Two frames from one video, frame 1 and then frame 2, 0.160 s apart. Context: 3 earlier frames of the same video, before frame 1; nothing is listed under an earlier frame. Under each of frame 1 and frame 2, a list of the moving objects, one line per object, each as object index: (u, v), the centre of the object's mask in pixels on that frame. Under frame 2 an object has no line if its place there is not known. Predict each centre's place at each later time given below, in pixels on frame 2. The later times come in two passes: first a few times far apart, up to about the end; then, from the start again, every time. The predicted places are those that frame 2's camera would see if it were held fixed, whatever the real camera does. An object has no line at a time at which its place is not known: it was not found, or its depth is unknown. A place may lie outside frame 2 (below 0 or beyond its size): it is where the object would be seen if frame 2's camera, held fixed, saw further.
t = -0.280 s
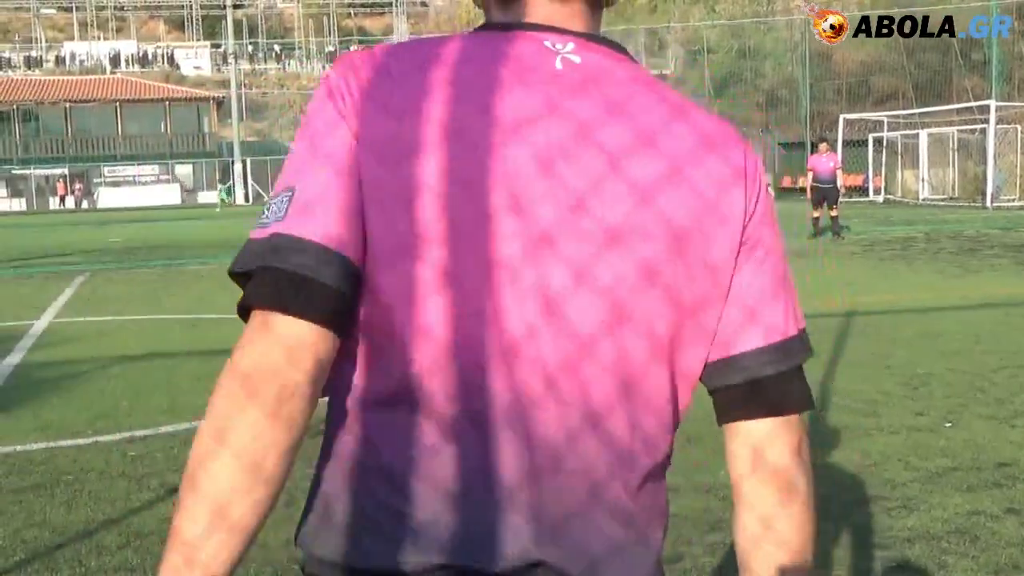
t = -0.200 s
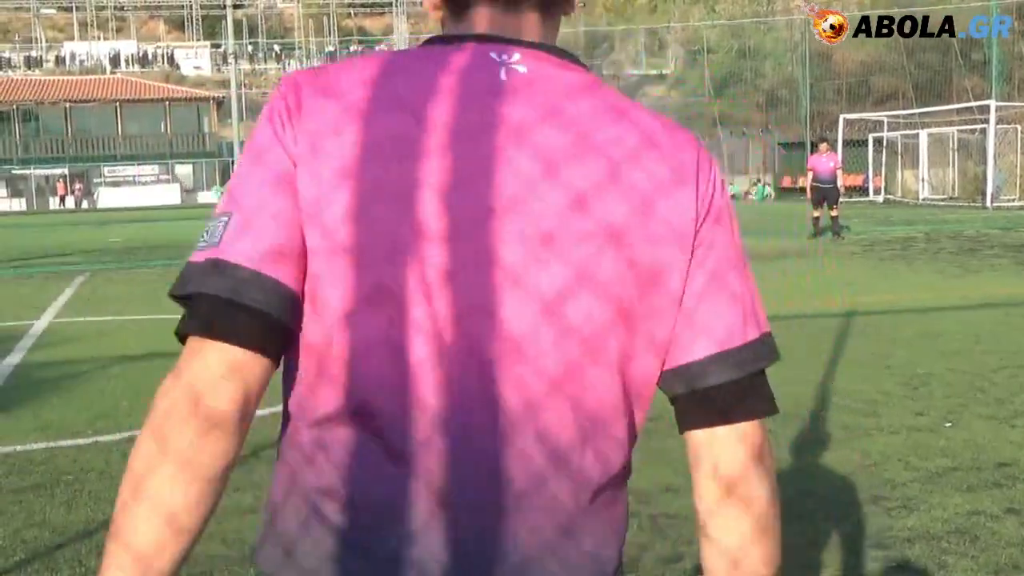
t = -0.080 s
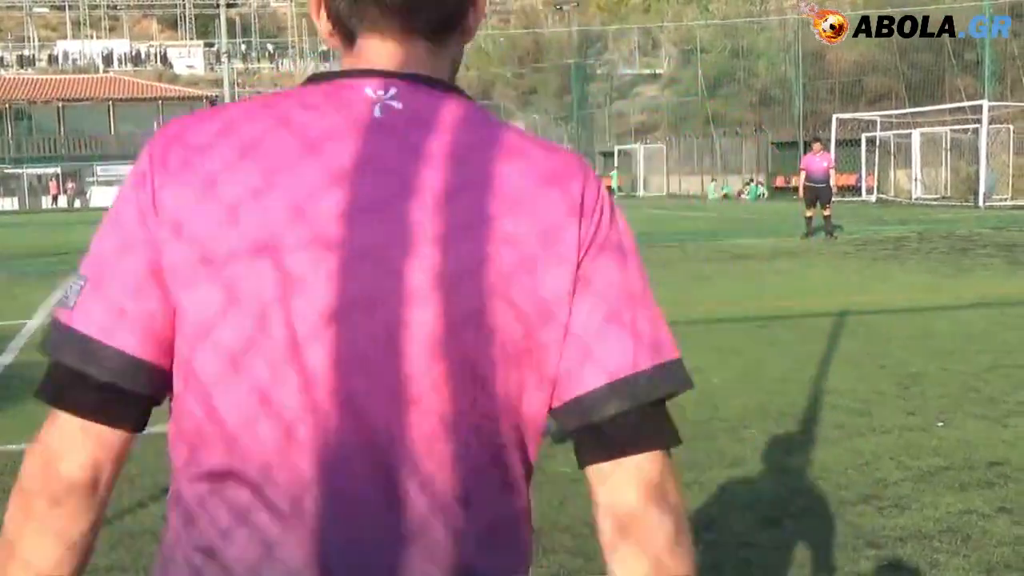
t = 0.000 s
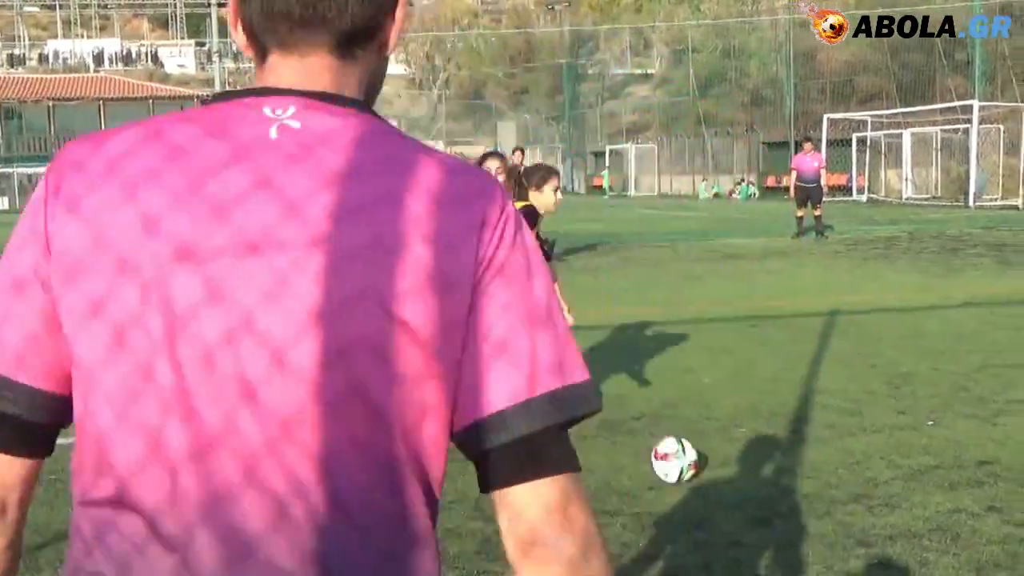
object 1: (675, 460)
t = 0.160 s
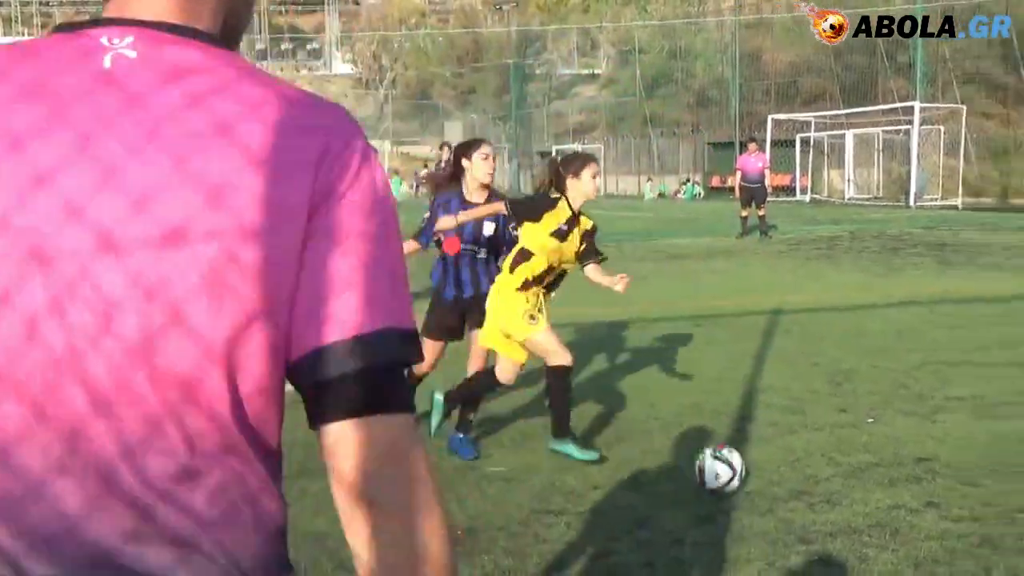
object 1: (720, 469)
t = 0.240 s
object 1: (773, 477)
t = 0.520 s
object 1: (975, 502)
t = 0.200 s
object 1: (747, 473)
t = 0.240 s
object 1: (773, 477)
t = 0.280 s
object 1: (801, 479)
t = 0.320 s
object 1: (829, 484)
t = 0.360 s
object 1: (857, 487)
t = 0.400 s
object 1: (885, 490)
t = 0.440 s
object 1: (915, 494)
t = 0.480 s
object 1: (944, 498)
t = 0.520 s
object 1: (975, 502)
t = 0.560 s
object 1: (1005, 507)
